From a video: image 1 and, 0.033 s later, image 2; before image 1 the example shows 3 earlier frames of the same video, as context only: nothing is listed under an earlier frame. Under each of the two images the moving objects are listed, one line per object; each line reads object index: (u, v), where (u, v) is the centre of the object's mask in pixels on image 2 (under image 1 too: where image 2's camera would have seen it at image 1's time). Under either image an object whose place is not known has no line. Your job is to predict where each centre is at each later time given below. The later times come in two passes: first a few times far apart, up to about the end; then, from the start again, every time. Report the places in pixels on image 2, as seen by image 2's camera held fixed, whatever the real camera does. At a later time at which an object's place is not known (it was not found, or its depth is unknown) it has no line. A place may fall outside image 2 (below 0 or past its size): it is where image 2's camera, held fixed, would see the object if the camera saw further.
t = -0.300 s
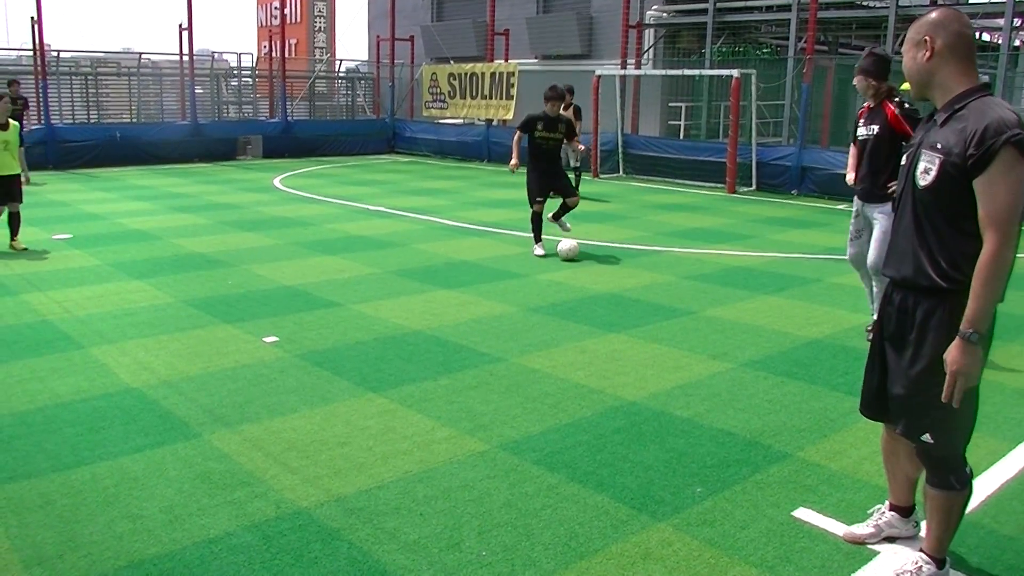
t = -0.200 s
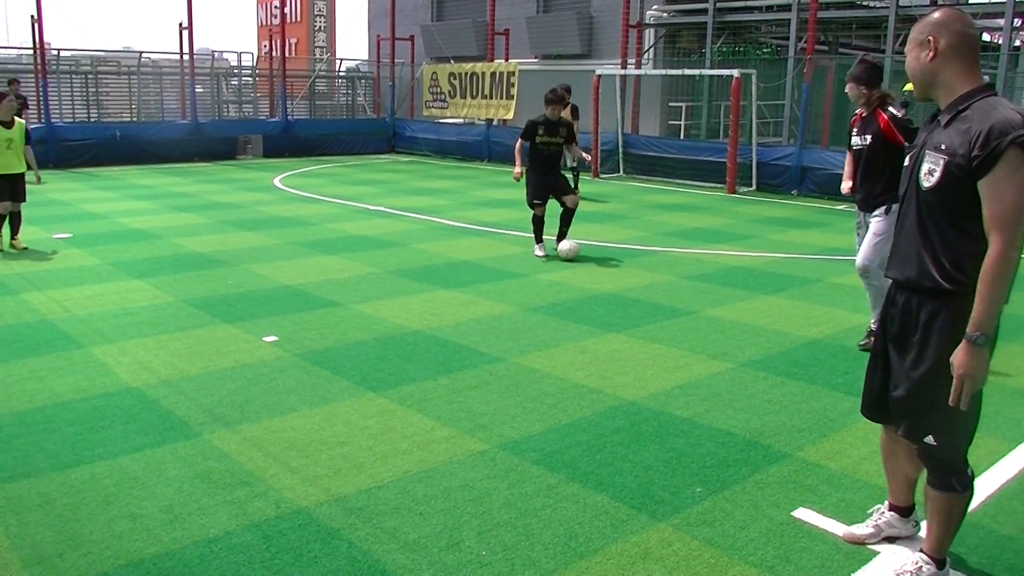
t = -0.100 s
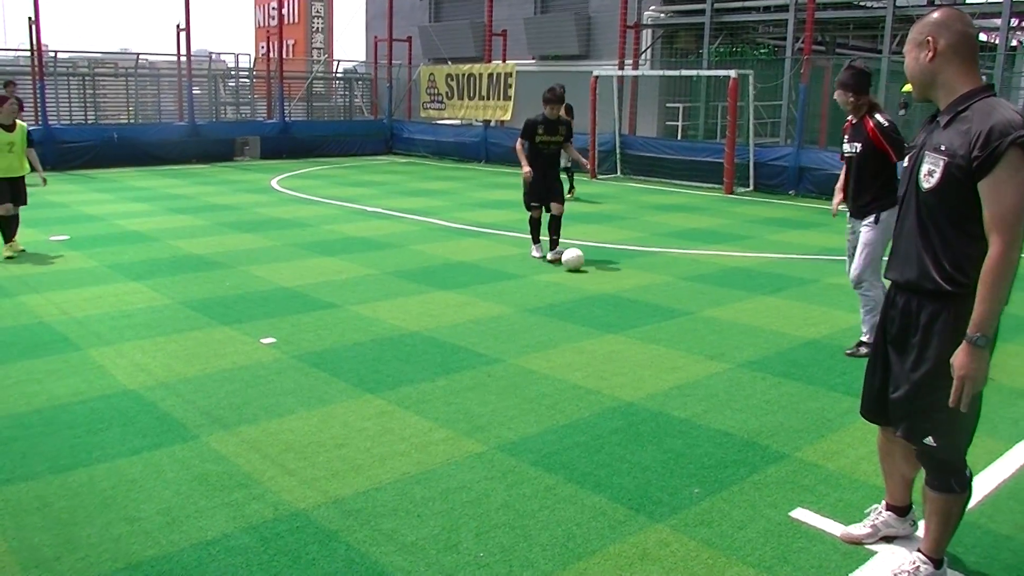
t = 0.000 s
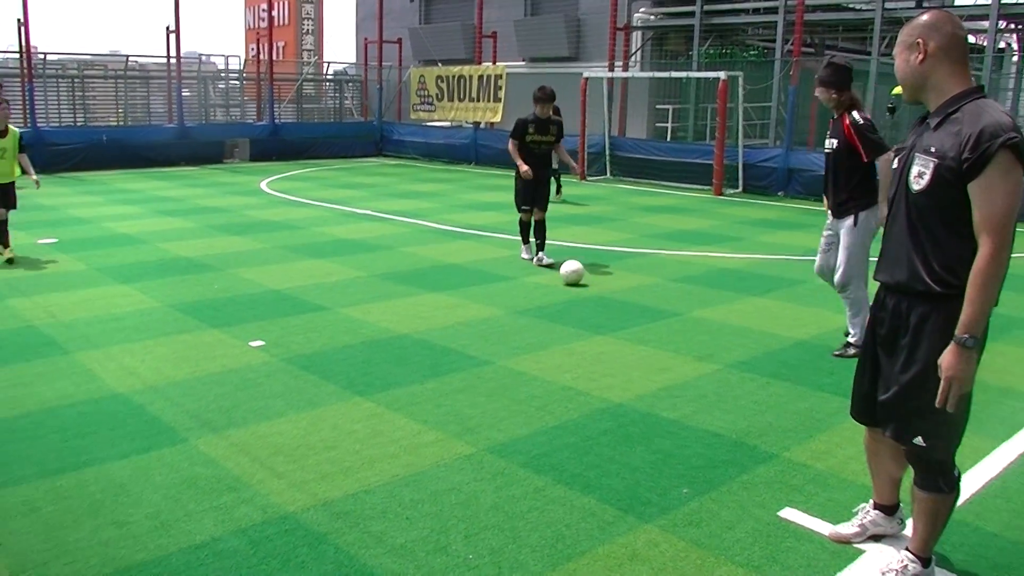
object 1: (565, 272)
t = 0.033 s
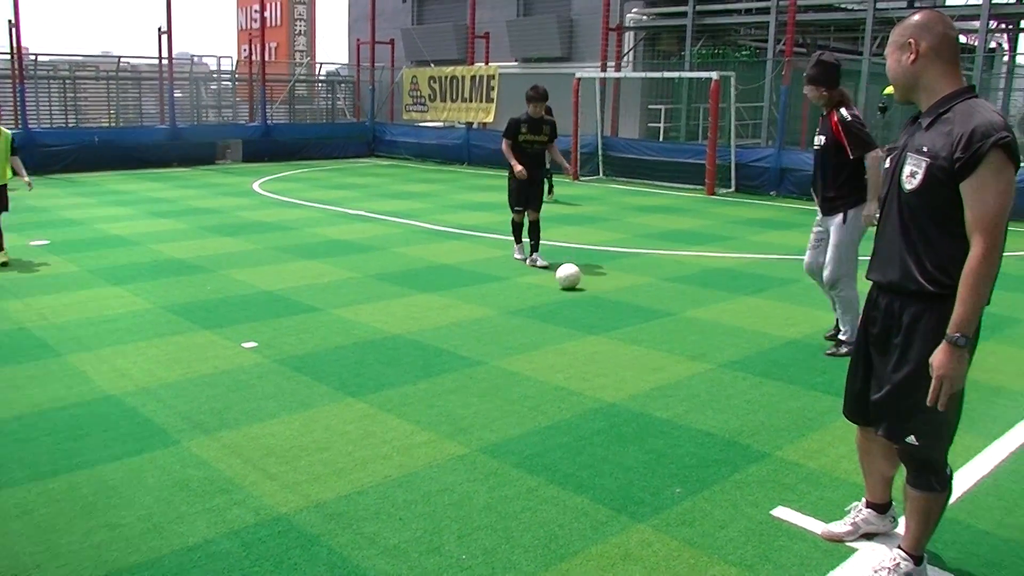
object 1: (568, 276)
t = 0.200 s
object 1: (585, 297)
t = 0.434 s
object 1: (608, 328)
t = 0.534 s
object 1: (620, 344)
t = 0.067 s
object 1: (571, 280)
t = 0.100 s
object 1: (575, 282)
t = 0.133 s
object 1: (578, 287)
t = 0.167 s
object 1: (581, 292)
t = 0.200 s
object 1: (585, 297)
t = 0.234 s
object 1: (588, 300)
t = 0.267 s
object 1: (591, 305)
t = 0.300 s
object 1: (595, 310)
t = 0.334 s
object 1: (598, 313)
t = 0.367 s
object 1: (601, 317)
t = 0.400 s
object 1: (604, 324)
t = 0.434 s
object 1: (608, 328)
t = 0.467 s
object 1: (612, 332)
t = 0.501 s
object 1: (616, 338)
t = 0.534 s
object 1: (620, 344)
